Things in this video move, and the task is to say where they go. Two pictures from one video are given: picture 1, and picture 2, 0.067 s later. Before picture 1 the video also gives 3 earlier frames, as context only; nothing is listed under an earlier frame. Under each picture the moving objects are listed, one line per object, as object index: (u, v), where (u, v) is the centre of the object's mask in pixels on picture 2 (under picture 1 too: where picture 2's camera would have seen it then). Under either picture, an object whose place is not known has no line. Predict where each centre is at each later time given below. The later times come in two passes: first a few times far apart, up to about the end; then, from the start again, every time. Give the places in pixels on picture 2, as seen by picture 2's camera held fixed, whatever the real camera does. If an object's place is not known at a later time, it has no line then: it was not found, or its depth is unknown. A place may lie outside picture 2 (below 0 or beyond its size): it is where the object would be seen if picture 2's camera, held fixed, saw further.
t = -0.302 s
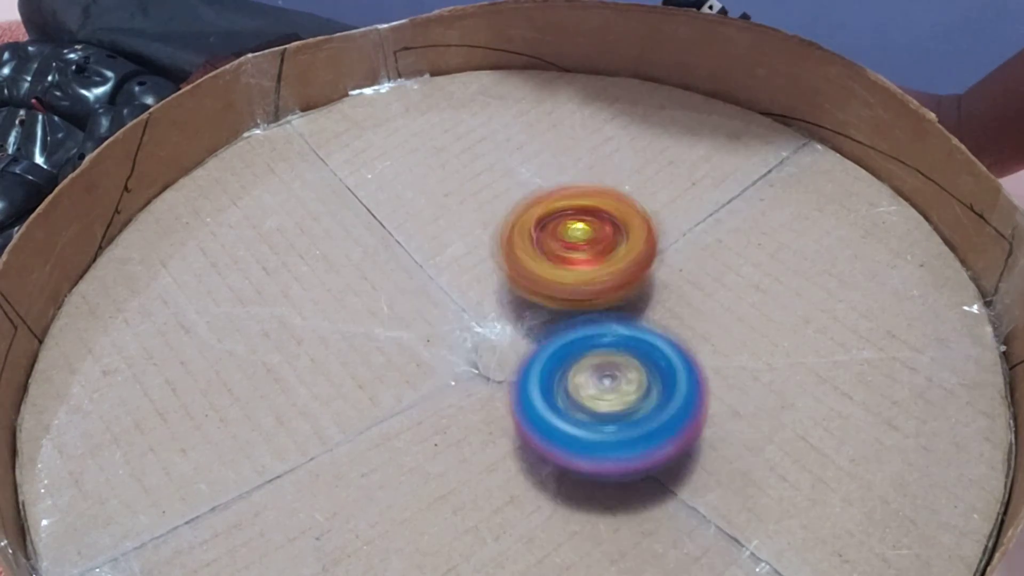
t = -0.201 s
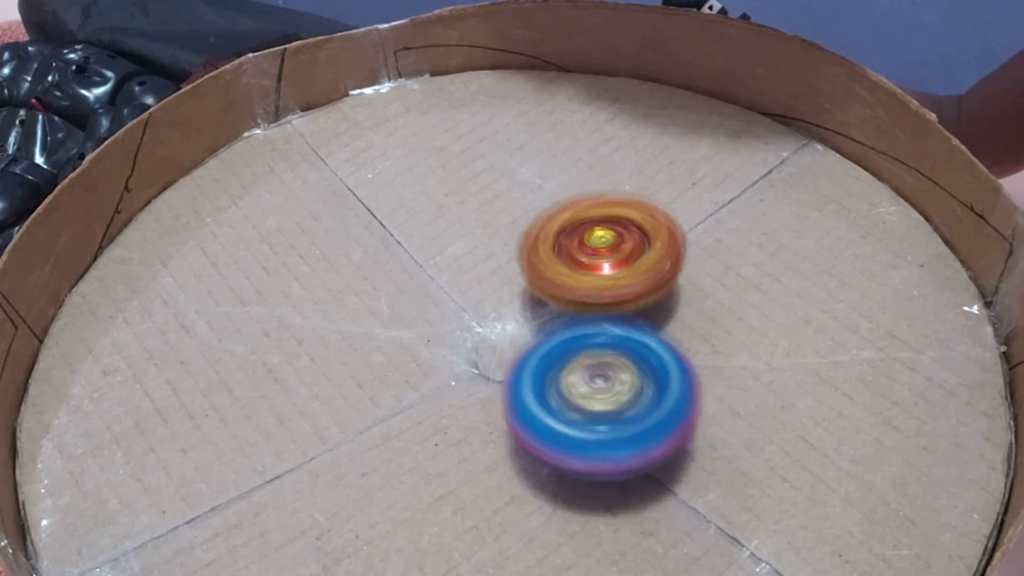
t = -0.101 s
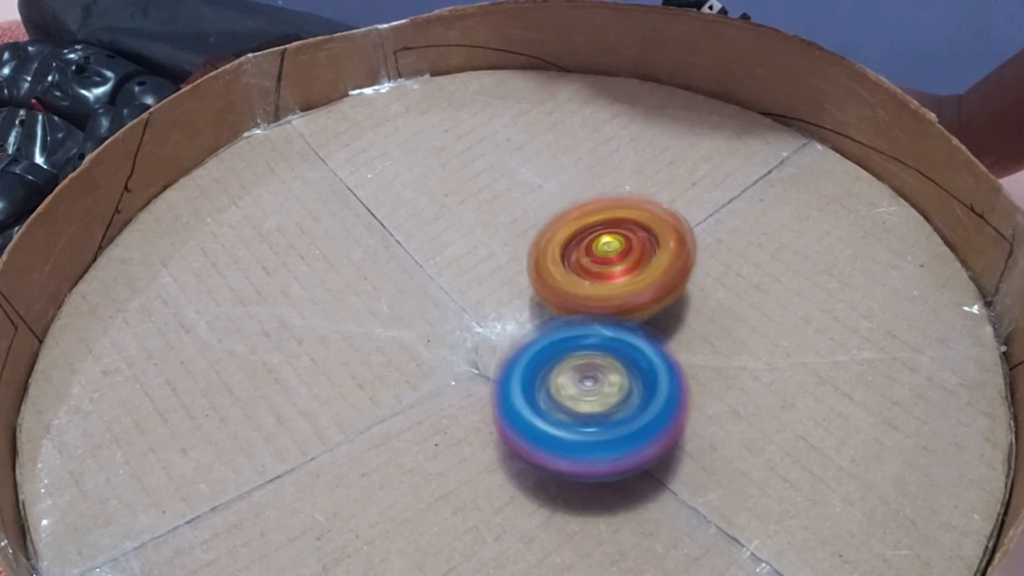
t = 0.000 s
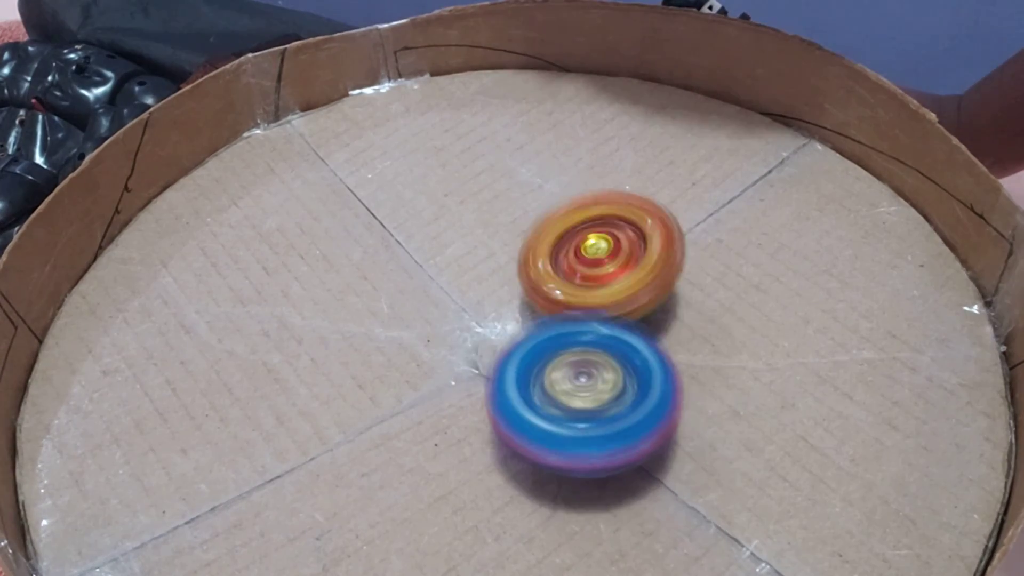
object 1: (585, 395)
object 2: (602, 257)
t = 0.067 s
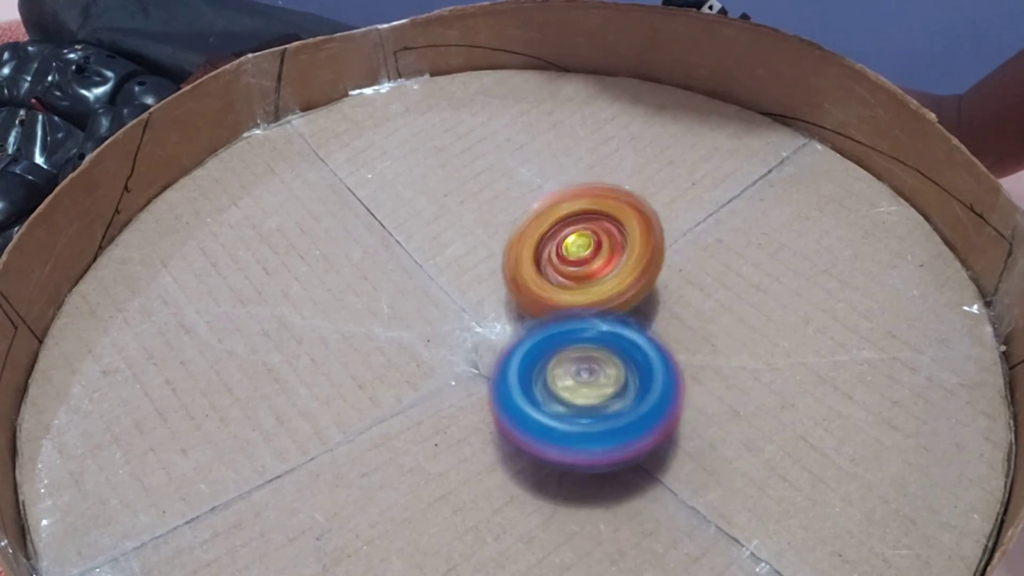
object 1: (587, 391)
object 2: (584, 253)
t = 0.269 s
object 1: (599, 391)
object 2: (548, 256)
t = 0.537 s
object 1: (664, 442)
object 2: (512, 300)
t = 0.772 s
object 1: (736, 489)
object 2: (538, 316)
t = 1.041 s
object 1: (749, 499)
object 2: (559, 300)
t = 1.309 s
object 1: (712, 486)
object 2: (537, 287)
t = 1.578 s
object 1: (625, 414)
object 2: (524, 305)
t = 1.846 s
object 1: (743, 506)
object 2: (444, 293)
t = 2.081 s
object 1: (721, 490)
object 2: (496, 336)
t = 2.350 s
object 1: (646, 425)
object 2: (497, 384)
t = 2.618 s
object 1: (670, 450)
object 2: (494, 353)
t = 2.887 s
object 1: (593, 389)
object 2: (453, 329)
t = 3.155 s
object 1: (684, 414)
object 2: (461, 315)
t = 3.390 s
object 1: (676, 437)
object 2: (523, 330)
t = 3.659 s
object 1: (575, 421)
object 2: (494, 320)
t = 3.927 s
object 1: (605, 437)
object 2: (525, 303)
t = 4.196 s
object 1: (674, 392)
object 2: (522, 325)
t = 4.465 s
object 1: (630, 383)
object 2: (509, 315)
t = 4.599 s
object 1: (583, 390)
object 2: (503, 300)
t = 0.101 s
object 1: (588, 390)
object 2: (586, 253)
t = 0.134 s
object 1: (589, 388)
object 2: (582, 253)
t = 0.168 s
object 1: (591, 388)
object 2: (574, 250)
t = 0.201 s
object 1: (593, 388)
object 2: (567, 250)
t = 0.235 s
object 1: (595, 389)
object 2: (557, 251)
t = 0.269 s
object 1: (599, 391)
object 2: (548, 256)
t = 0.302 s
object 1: (602, 391)
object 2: (550, 261)
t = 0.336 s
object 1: (606, 393)
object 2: (550, 264)
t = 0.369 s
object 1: (610, 398)
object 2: (540, 269)
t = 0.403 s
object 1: (612, 401)
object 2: (532, 274)
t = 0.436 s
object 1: (614, 405)
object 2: (527, 285)
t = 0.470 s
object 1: (630, 417)
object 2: (522, 290)
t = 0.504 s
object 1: (651, 435)
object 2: (513, 294)
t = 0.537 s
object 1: (664, 442)
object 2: (512, 300)
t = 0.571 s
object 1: (672, 445)
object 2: (514, 306)
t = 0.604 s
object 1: (679, 447)
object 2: (517, 309)
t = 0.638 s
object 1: (689, 452)
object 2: (517, 308)
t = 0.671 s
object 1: (702, 468)
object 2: (516, 308)
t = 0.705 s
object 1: (718, 484)
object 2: (521, 312)
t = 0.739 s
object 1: (728, 487)
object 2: (529, 315)
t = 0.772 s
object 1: (736, 489)
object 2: (538, 316)
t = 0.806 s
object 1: (741, 497)
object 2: (543, 314)
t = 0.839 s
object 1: (750, 505)
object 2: (542, 320)
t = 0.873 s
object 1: (754, 508)
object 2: (540, 318)
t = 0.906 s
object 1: (751, 508)
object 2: (542, 319)
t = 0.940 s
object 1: (745, 506)
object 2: (548, 317)
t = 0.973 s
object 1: (744, 504)
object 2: (556, 312)
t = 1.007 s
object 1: (746, 499)
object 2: (559, 305)
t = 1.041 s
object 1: (749, 499)
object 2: (559, 300)
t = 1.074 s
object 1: (753, 505)
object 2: (560, 299)
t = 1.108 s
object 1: (756, 508)
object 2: (557, 296)
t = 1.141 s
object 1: (751, 506)
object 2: (552, 291)
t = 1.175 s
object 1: (743, 502)
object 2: (548, 286)
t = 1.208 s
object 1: (734, 494)
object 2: (545, 286)
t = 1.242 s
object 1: (726, 491)
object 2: (541, 284)
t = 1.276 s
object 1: (722, 491)
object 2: (538, 284)
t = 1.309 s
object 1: (712, 486)
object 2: (537, 287)
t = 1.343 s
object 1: (697, 474)
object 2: (535, 291)
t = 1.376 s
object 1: (681, 461)
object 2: (533, 298)
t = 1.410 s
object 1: (669, 453)
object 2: (534, 306)
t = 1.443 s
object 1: (658, 443)
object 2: (534, 311)
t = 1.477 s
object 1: (646, 429)
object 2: (534, 312)
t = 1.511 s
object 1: (638, 427)
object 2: (535, 308)
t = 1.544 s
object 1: (633, 423)
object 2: (530, 306)
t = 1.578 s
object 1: (625, 414)
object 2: (524, 305)
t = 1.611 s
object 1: (640, 421)
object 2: (496, 297)
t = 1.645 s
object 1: (668, 439)
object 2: (463, 287)
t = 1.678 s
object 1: (693, 461)
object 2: (449, 289)
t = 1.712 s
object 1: (717, 487)
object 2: (439, 287)
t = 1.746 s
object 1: (738, 502)
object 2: (438, 284)
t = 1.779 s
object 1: (751, 507)
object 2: (434, 287)
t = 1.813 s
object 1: (749, 507)
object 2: (436, 288)
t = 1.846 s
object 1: (743, 506)
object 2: (444, 293)
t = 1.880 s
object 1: (741, 504)
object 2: (451, 292)
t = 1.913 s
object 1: (742, 499)
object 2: (459, 293)
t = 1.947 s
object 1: (742, 497)
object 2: (466, 293)
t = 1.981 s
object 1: (740, 499)
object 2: (473, 300)
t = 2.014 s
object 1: (736, 497)
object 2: (481, 309)
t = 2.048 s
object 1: (729, 493)
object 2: (490, 322)
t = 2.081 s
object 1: (721, 490)
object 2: (496, 336)
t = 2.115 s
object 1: (710, 483)
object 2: (504, 347)
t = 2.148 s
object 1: (702, 478)
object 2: (508, 357)
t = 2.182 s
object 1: (695, 474)
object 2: (513, 366)
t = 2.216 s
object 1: (685, 464)
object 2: (514, 373)
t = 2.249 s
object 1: (679, 462)
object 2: (511, 380)
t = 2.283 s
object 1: (672, 457)
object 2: (508, 383)
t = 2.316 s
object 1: (659, 442)
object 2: (502, 385)
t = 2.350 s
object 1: (646, 425)
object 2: (497, 384)
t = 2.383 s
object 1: (646, 414)
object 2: (496, 384)
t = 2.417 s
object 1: (653, 413)
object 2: (500, 381)
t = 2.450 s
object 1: (660, 417)
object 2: (504, 375)
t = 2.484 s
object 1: (664, 423)
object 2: (505, 368)
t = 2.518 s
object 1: (667, 430)
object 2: (502, 365)
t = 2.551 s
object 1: (671, 438)
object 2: (502, 360)
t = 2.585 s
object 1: (671, 445)
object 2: (499, 356)
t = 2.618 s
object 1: (670, 450)
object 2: (494, 353)
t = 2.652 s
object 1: (665, 453)
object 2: (487, 348)
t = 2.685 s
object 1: (654, 446)
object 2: (484, 347)
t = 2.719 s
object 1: (635, 430)
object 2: (483, 346)
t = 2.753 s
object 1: (614, 414)
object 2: (472, 344)
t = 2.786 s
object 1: (603, 403)
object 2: (466, 337)
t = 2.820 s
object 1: (594, 396)
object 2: (460, 332)
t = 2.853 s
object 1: (592, 393)
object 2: (455, 331)
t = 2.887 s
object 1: (593, 389)
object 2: (453, 329)
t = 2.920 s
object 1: (597, 386)
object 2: (455, 329)
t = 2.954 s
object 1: (623, 386)
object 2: (448, 320)
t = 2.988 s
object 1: (643, 391)
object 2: (449, 320)
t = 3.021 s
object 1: (659, 399)
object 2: (452, 320)
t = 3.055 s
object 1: (670, 403)
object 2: (453, 319)
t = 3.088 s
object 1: (679, 407)
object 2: (455, 318)
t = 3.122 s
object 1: (681, 410)
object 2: (458, 317)
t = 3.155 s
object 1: (684, 414)
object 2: (461, 315)
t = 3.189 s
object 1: (686, 418)
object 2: (468, 313)
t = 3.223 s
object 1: (688, 420)
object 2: (478, 312)
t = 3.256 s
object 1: (688, 424)
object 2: (487, 312)
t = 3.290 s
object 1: (686, 427)
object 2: (500, 312)
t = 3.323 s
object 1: (683, 430)
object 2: (510, 324)
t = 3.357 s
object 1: (680, 432)
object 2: (519, 326)
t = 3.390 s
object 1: (676, 437)
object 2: (523, 330)
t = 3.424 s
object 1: (671, 445)
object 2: (527, 333)
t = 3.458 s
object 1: (663, 453)
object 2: (524, 338)
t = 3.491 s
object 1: (648, 451)
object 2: (519, 341)
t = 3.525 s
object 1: (625, 442)
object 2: (511, 340)
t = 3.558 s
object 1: (600, 430)
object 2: (496, 337)
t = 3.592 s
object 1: (583, 422)
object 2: (490, 330)
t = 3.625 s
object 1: (573, 417)
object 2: (490, 324)
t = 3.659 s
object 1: (575, 421)
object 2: (494, 320)
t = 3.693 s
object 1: (577, 425)
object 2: (503, 317)
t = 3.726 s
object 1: (580, 433)
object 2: (513, 315)
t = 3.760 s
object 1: (584, 438)
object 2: (518, 311)
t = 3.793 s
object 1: (587, 441)
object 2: (524, 310)
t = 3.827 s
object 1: (592, 442)
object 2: (525, 307)
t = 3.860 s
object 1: (596, 441)
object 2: (525, 306)
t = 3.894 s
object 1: (601, 439)
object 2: (525, 304)
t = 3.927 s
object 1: (605, 437)
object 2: (525, 303)
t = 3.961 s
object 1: (608, 432)
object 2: (525, 303)
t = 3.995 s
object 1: (617, 425)
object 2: (524, 303)
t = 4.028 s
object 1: (629, 412)
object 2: (523, 301)
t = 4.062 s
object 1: (640, 402)
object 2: (522, 303)
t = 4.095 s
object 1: (652, 399)
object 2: (523, 307)
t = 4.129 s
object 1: (665, 396)
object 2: (525, 314)
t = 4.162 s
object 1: (672, 393)
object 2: (524, 320)
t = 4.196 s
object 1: (674, 392)
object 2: (522, 325)
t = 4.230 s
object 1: (676, 392)
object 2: (519, 329)
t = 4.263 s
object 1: (676, 391)
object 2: (516, 332)
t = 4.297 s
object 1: (671, 388)
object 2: (513, 333)
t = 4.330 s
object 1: (667, 387)
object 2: (513, 332)
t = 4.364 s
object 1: (660, 385)
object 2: (513, 328)
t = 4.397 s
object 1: (652, 383)
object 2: (512, 325)
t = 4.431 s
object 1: (642, 384)
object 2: (511, 320)
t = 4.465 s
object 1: (630, 383)
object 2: (509, 315)
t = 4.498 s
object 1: (616, 381)
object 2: (504, 314)
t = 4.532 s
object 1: (604, 383)
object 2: (499, 313)
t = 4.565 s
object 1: (594, 388)
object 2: (501, 308)
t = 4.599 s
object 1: (583, 390)
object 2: (503, 300)
